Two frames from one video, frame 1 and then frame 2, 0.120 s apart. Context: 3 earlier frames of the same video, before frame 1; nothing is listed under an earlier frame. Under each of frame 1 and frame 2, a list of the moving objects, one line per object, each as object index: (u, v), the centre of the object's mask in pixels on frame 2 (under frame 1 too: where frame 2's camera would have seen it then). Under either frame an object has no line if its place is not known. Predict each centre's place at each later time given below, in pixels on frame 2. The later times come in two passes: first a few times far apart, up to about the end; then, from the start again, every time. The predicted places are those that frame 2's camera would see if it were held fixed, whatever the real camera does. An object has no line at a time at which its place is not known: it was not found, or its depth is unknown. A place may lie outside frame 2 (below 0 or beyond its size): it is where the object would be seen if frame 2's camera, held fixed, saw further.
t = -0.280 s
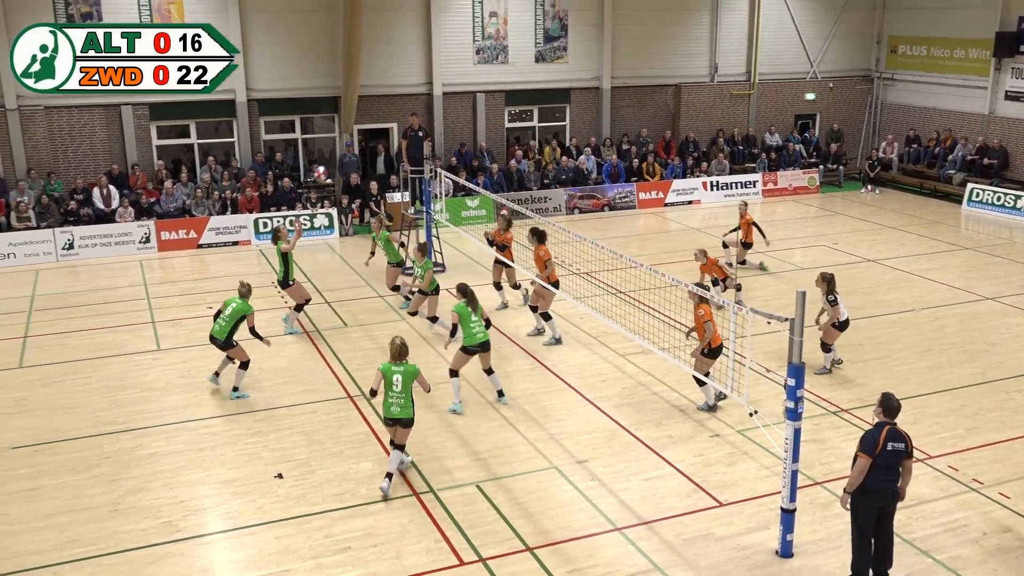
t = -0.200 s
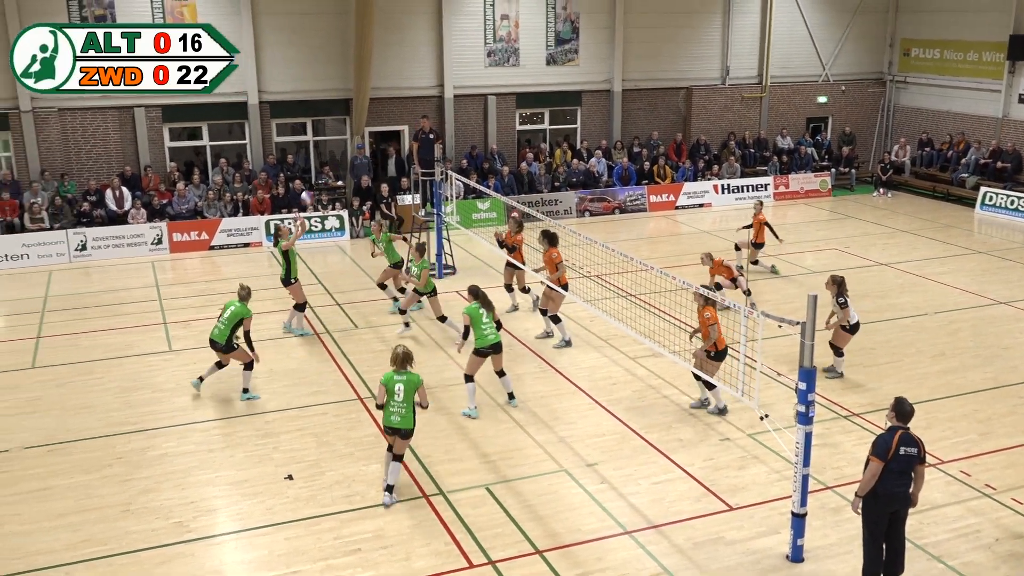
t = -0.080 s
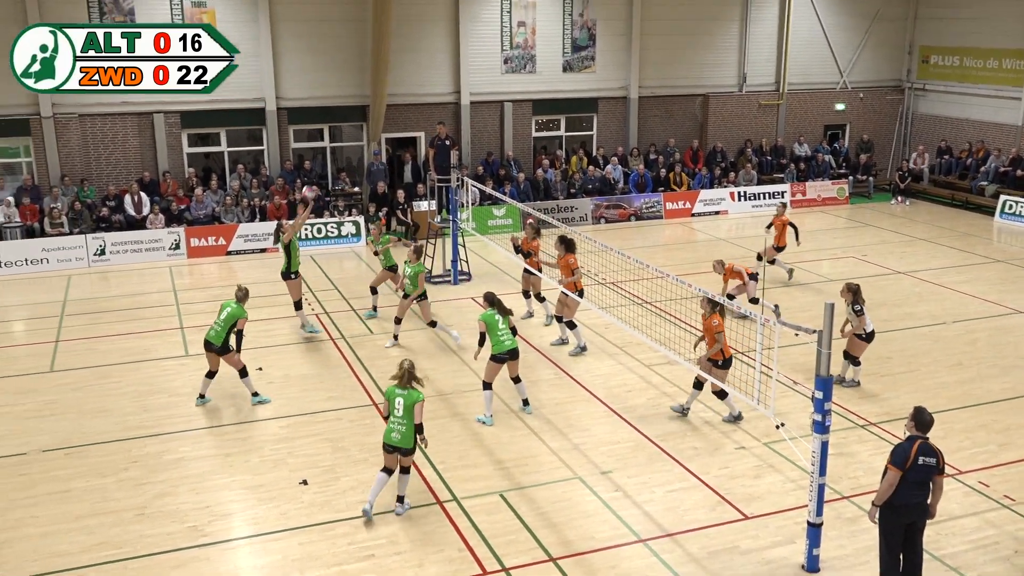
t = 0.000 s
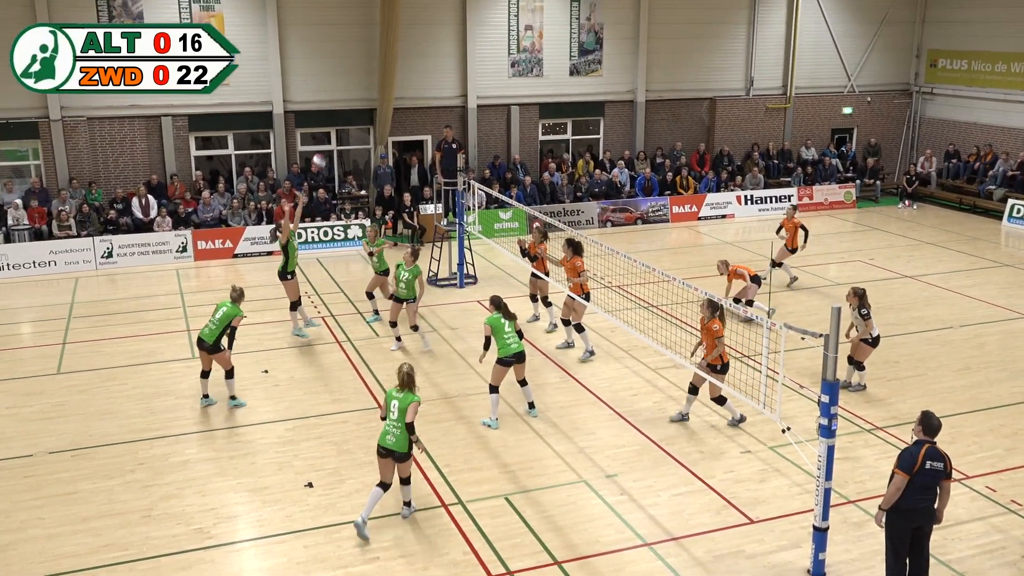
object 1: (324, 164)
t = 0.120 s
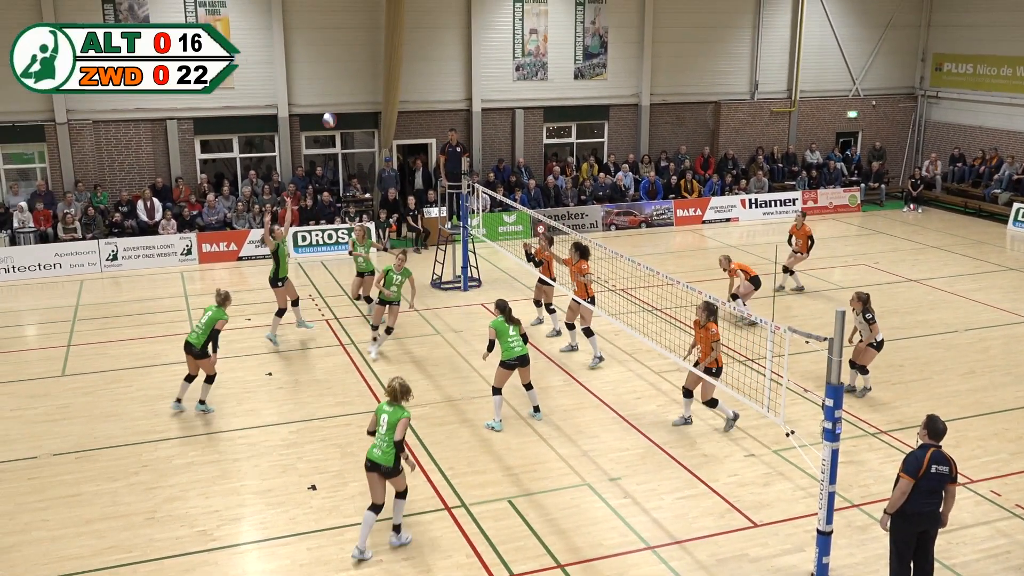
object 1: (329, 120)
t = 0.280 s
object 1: (338, 68)
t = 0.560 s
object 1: (356, 26)
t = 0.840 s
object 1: (378, 35)
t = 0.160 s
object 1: (332, 105)
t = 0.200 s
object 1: (334, 92)
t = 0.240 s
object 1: (335, 78)
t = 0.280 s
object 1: (338, 68)
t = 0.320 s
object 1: (341, 59)
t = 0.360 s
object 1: (343, 50)
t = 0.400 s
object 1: (346, 42)
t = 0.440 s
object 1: (348, 36)
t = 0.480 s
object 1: (351, 33)
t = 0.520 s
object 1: (353, 29)
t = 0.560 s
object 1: (356, 26)
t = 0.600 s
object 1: (359, 24)
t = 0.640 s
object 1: (362, 22)
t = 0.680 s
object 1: (365, 23)
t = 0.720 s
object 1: (368, 24)
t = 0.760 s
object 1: (372, 26)
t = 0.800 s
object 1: (375, 30)
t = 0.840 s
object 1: (378, 35)
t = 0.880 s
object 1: (381, 40)
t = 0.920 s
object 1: (384, 48)
